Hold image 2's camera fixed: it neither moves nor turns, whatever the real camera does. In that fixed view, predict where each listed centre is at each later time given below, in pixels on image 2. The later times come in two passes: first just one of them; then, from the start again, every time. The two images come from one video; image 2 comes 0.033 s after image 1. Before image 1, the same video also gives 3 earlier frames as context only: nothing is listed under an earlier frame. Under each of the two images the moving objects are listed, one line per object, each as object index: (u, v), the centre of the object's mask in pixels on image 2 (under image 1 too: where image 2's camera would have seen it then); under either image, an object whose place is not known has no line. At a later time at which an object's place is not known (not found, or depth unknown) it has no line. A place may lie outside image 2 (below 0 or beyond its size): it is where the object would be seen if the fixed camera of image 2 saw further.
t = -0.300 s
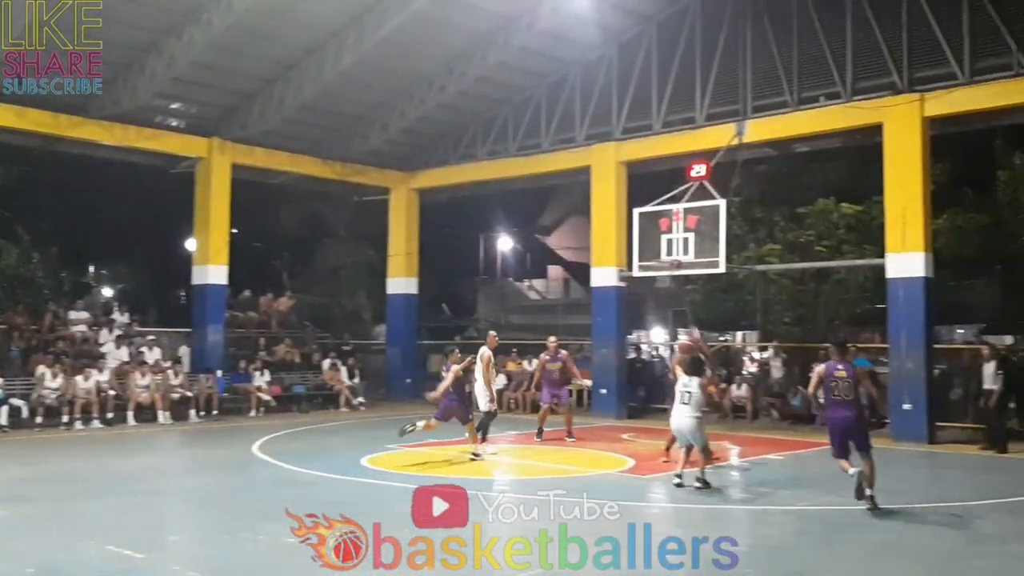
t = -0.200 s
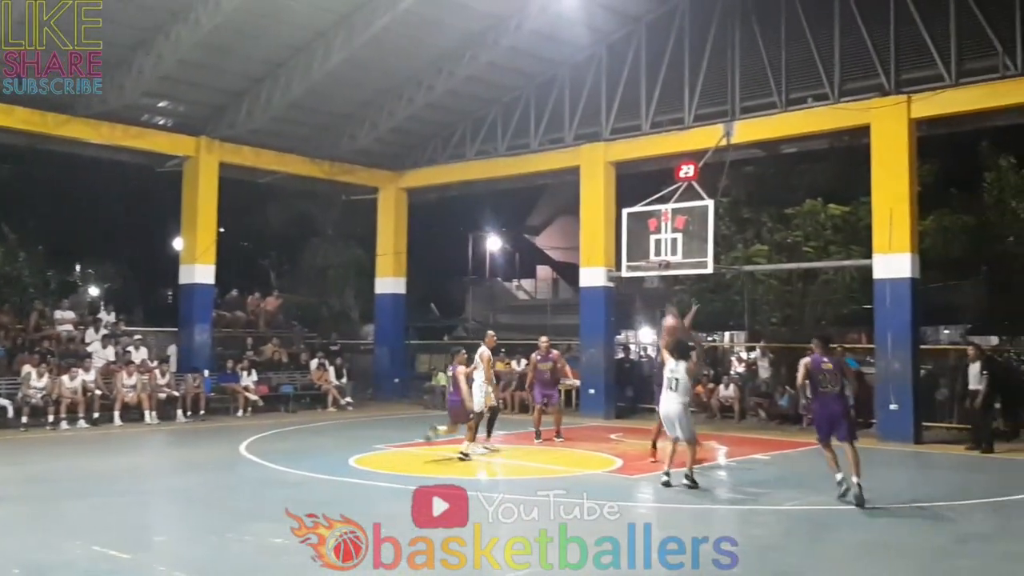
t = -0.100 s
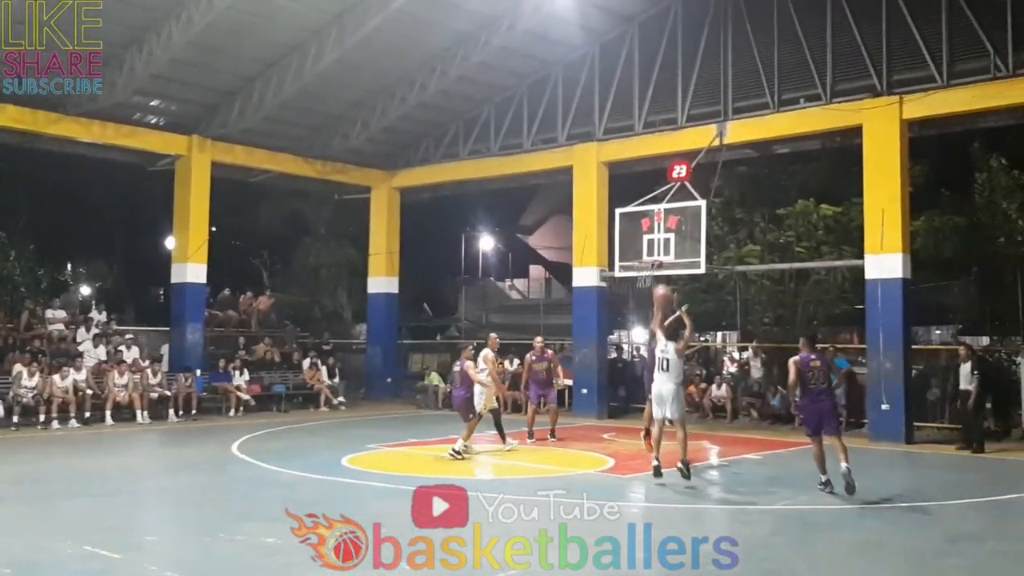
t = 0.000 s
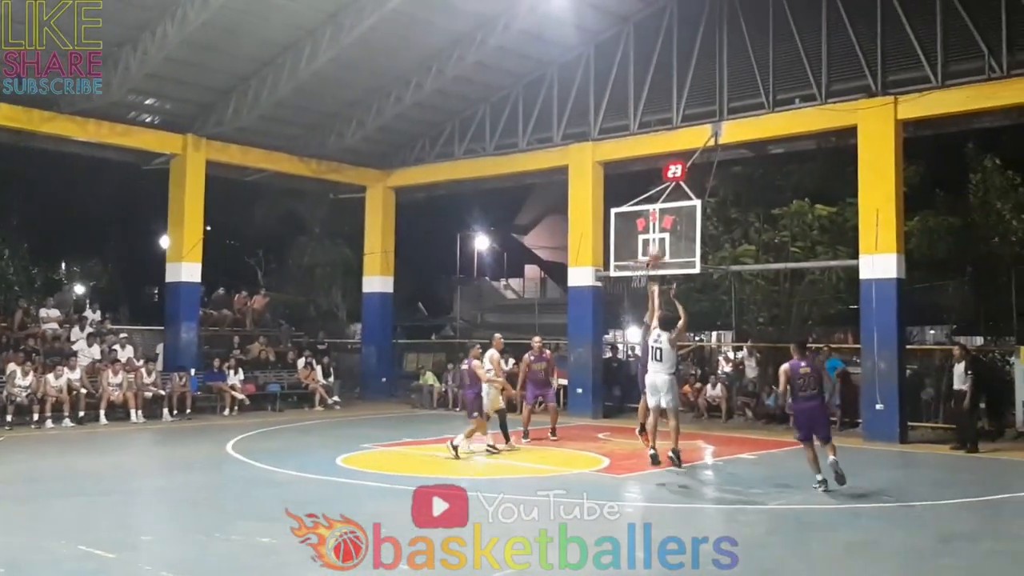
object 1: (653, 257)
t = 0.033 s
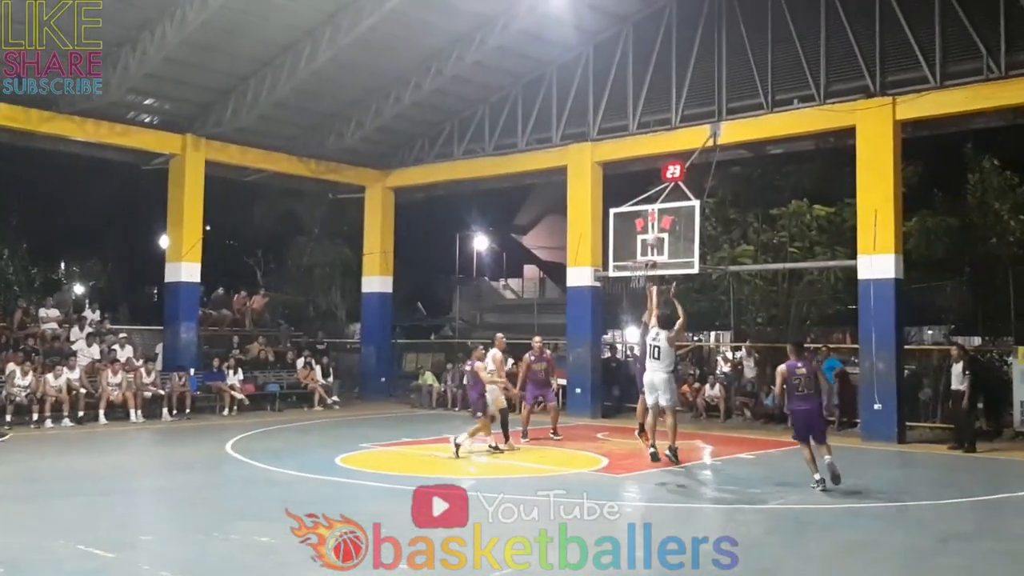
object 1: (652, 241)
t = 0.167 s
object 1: (652, 196)
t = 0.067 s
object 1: (655, 228)
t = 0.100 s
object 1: (653, 215)
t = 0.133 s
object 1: (653, 204)
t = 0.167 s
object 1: (652, 196)
